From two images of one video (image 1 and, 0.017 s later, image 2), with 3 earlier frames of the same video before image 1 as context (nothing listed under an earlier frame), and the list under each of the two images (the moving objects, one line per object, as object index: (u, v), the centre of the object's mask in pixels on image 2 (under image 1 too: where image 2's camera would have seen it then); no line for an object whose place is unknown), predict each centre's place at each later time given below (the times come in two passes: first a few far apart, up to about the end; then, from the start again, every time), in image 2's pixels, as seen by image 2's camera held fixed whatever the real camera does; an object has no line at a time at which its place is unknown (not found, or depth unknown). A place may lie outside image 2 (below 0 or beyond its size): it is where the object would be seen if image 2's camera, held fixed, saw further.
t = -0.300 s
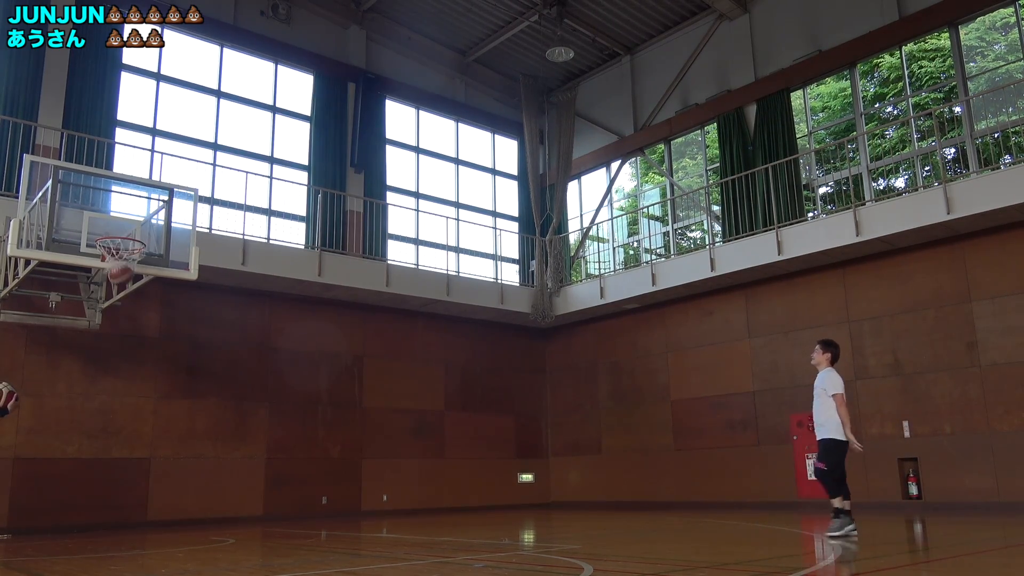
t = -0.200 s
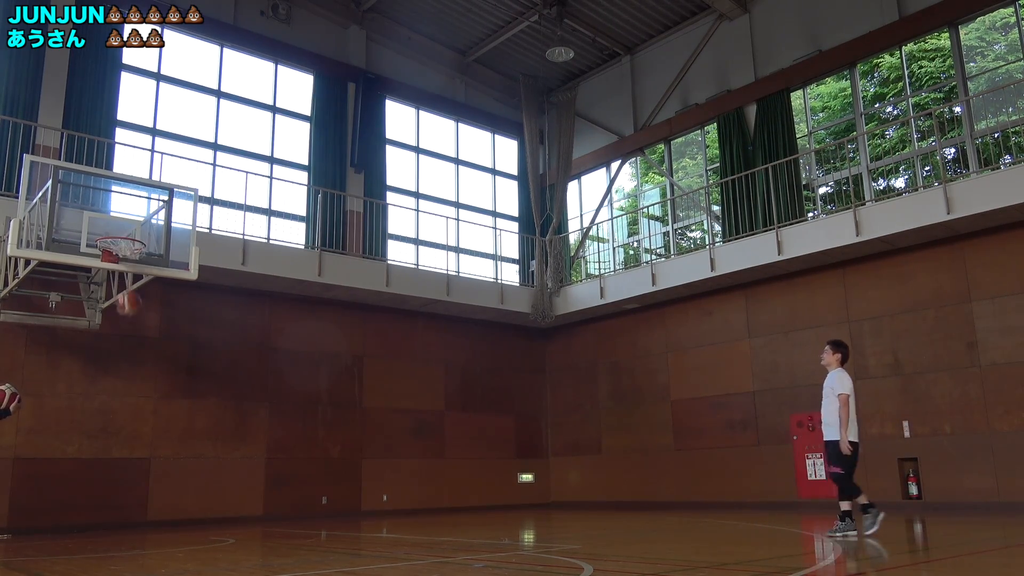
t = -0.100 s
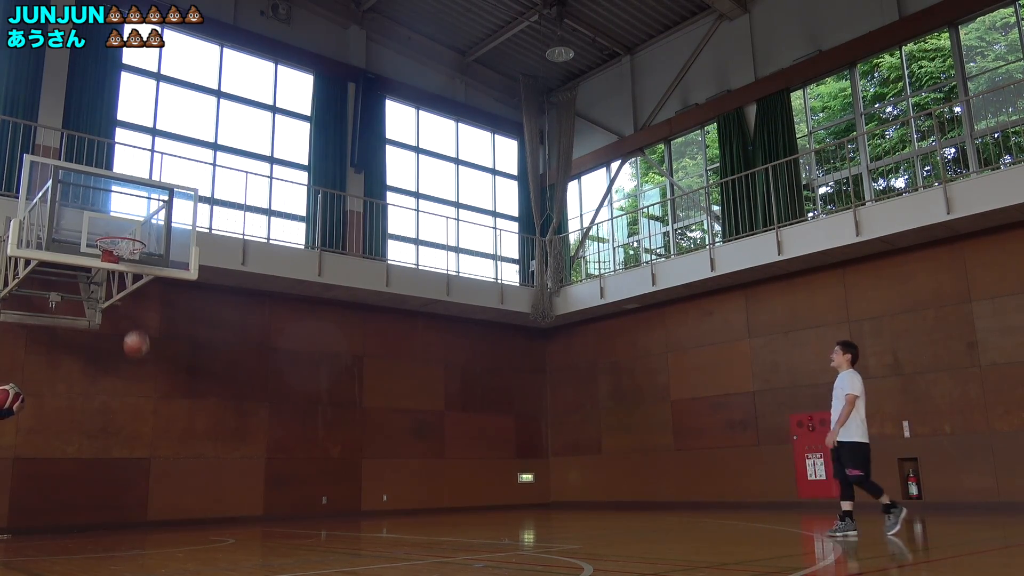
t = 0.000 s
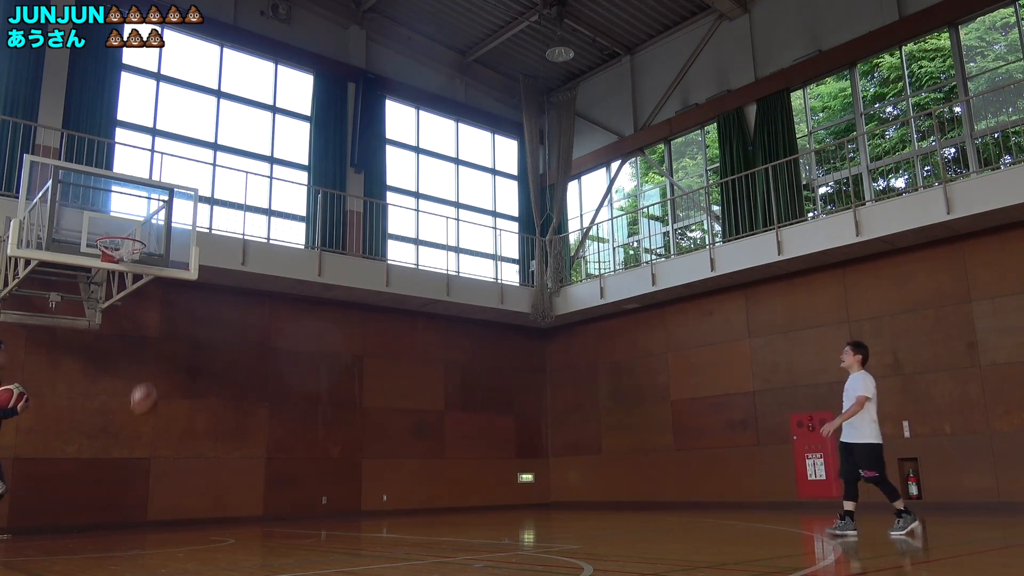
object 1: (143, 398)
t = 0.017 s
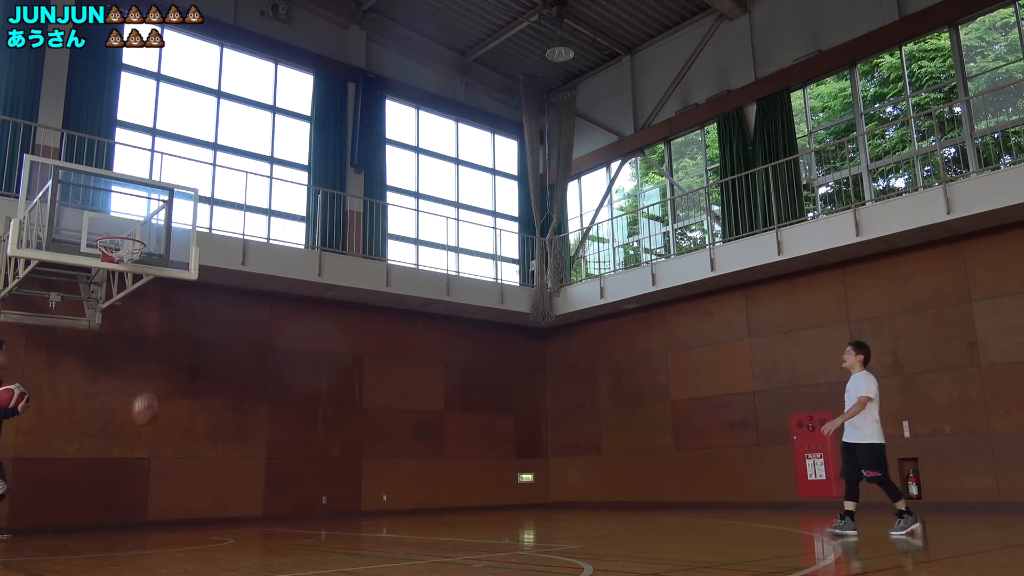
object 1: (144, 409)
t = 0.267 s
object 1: (171, 487)
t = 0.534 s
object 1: (216, 364)
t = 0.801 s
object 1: (258, 319)
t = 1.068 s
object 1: (298, 355)
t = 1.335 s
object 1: (339, 486)
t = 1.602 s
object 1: (387, 442)
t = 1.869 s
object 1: (437, 383)
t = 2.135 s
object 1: (492, 419)
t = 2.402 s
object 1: (553, 527)
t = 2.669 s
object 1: (608, 430)
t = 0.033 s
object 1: (146, 420)
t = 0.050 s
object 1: (146, 432)
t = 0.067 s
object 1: (146, 443)
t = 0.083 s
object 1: (148, 456)
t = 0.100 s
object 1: (149, 470)
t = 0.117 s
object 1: (151, 482)
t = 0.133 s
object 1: (153, 496)
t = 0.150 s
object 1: (154, 510)
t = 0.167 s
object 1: (154, 523)
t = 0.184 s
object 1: (156, 538)
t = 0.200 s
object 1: (158, 531)
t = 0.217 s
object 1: (162, 518)
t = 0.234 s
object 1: (165, 508)
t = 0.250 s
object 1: (168, 496)
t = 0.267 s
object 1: (171, 487)
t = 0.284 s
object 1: (174, 477)
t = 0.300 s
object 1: (177, 468)
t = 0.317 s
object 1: (181, 459)
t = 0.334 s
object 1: (184, 449)
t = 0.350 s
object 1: (187, 441)
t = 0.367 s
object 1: (190, 432)
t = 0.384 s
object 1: (192, 424)
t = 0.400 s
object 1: (195, 414)
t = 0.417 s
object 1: (198, 407)
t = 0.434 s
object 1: (201, 401)
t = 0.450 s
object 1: (203, 393)
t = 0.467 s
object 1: (204, 387)
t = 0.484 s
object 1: (208, 381)
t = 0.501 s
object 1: (210, 375)
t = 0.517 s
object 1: (213, 369)
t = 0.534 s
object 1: (216, 364)
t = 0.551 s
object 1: (219, 360)
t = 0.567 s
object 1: (222, 356)
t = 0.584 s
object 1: (225, 351)
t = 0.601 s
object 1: (228, 346)
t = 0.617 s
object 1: (230, 343)
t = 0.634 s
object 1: (233, 339)
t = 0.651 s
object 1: (236, 336)
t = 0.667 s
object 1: (238, 333)
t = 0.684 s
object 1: (240, 330)
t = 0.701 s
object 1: (242, 328)
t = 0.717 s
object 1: (245, 326)
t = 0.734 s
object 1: (248, 324)
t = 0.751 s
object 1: (250, 323)
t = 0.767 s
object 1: (253, 321)
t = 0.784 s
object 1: (255, 320)
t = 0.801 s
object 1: (258, 319)
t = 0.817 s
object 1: (260, 320)
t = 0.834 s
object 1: (263, 320)
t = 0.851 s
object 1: (266, 320)
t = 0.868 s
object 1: (267, 320)
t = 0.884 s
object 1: (270, 321)
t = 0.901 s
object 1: (273, 323)
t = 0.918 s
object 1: (275, 325)
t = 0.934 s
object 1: (277, 326)
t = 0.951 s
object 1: (280, 328)
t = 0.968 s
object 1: (283, 331)
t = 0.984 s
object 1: (285, 334)
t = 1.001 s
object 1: (288, 338)
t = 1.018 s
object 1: (290, 342)
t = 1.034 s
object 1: (292, 346)
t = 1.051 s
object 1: (295, 350)
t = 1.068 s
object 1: (298, 355)
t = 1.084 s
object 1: (300, 360)
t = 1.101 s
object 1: (303, 365)
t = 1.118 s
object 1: (306, 371)
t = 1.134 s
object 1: (307, 377)
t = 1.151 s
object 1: (310, 384)
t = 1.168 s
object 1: (313, 391)
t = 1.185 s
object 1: (314, 398)
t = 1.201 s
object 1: (317, 406)
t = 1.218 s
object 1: (320, 415)
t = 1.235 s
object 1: (323, 424)
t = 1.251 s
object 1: (326, 433)
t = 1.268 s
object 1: (329, 443)
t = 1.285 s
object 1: (332, 453)
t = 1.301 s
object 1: (333, 463)
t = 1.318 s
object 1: (336, 474)
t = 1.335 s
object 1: (339, 486)
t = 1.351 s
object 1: (341, 498)
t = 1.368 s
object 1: (344, 510)
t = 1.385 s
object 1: (347, 524)
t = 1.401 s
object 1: (350, 537)
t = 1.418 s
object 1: (354, 537)
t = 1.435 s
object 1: (357, 527)
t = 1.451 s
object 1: (359, 517)
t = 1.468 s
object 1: (362, 508)
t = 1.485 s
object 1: (365, 498)
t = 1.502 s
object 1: (368, 489)
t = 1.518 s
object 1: (372, 481)
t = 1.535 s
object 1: (374, 472)
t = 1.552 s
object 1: (377, 464)
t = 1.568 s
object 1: (380, 455)
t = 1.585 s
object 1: (384, 449)
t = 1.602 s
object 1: (387, 442)
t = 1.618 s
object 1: (390, 436)
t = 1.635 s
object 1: (392, 429)
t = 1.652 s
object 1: (396, 424)
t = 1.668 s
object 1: (399, 418)
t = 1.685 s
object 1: (402, 414)
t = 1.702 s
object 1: (405, 409)
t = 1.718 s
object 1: (409, 405)
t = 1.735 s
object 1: (411, 401)
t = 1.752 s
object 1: (415, 397)
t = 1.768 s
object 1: (417, 394)
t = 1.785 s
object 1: (420, 391)
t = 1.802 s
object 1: (424, 389)
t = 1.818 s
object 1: (427, 387)
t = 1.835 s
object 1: (431, 385)
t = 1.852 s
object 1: (434, 383)
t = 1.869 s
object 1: (437, 383)
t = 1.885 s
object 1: (439, 382)
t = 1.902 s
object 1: (443, 381)
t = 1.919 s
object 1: (446, 381)
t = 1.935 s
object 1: (450, 383)
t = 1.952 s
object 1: (453, 383)
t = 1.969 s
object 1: (456, 385)
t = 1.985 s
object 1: (460, 387)
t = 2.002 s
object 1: (463, 388)
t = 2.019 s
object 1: (466, 390)
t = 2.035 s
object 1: (469, 392)
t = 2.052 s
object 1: (473, 396)
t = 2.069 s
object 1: (476, 398)
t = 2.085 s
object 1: (480, 403)
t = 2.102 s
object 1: (484, 408)
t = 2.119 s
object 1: (487, 413)
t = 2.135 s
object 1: (492, 419)
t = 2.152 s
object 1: (495, 425)
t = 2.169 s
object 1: (499, 431)
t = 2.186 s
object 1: (502, 437)
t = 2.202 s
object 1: (505, 444)
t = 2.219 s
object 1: (510, 452)
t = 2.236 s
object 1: (513, 460)
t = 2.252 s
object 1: (518, 469)
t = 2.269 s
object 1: (522, 480)
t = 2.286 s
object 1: (525, 489)
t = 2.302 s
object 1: (528, 500)
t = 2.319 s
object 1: (533, 509)
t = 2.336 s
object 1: (538, 522)
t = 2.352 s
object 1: (541, 533)
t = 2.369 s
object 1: (547, 544)
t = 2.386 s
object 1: (551, 537)
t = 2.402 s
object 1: (553, 527)
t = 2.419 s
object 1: (556, 518)
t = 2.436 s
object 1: (559, 509)
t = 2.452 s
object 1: (562, 500)
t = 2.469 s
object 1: (566, 494)
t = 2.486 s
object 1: (570, 486)
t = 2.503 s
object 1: (573, 478)
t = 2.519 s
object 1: (576, 472)
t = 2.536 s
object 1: (580, 465)
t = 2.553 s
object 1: (583, 459)
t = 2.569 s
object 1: (586, 453)
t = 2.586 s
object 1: (590, 448)
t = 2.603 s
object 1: (593, 444)
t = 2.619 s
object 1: (597, 440)
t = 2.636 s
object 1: (601, 436)
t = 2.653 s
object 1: (603, 433)
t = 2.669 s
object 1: (608, 430)
